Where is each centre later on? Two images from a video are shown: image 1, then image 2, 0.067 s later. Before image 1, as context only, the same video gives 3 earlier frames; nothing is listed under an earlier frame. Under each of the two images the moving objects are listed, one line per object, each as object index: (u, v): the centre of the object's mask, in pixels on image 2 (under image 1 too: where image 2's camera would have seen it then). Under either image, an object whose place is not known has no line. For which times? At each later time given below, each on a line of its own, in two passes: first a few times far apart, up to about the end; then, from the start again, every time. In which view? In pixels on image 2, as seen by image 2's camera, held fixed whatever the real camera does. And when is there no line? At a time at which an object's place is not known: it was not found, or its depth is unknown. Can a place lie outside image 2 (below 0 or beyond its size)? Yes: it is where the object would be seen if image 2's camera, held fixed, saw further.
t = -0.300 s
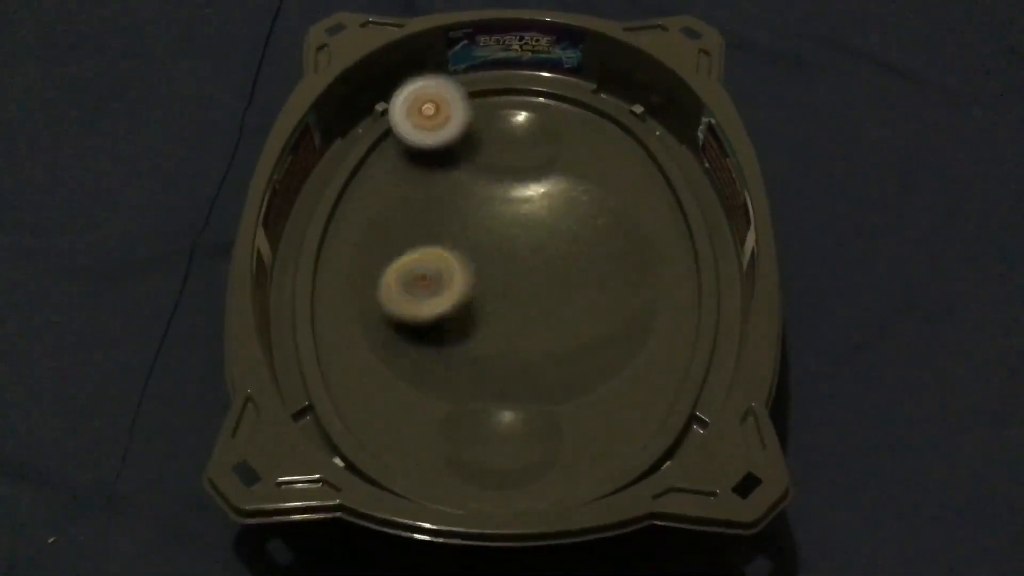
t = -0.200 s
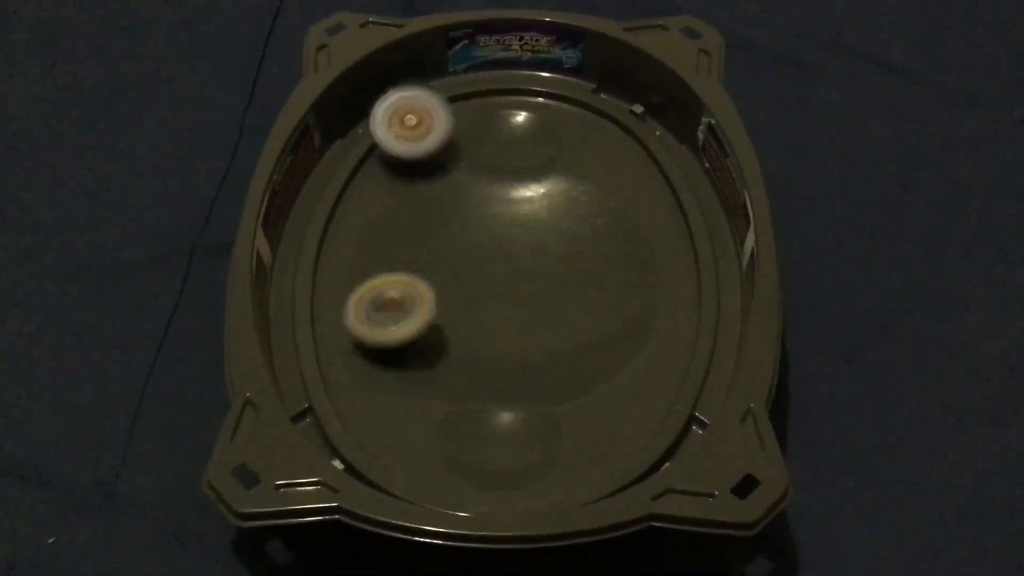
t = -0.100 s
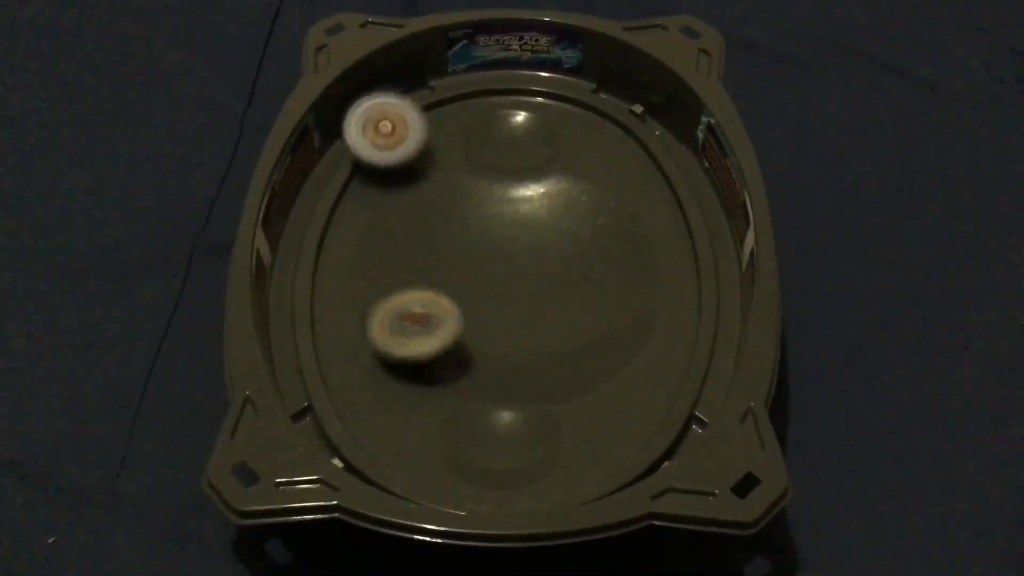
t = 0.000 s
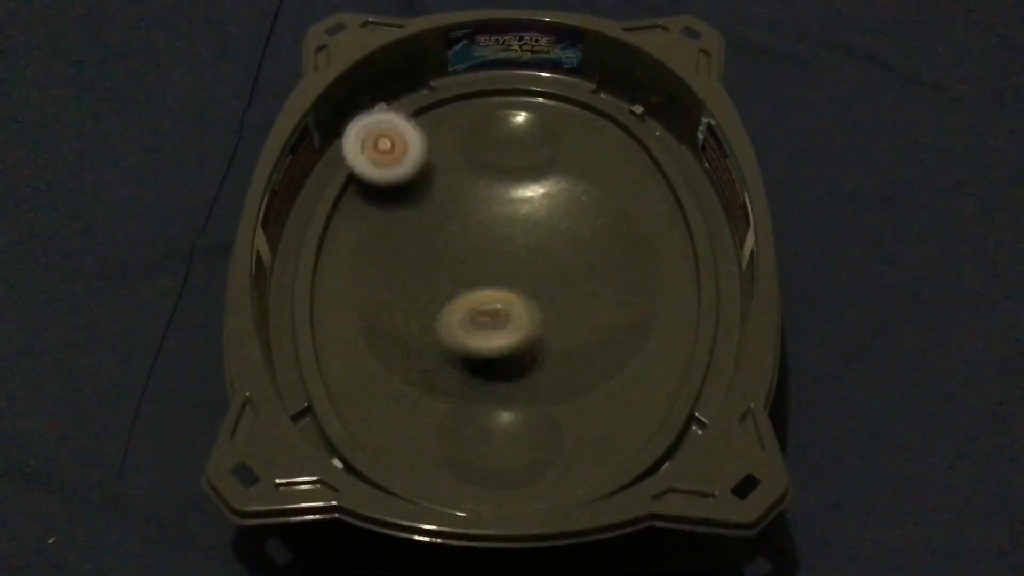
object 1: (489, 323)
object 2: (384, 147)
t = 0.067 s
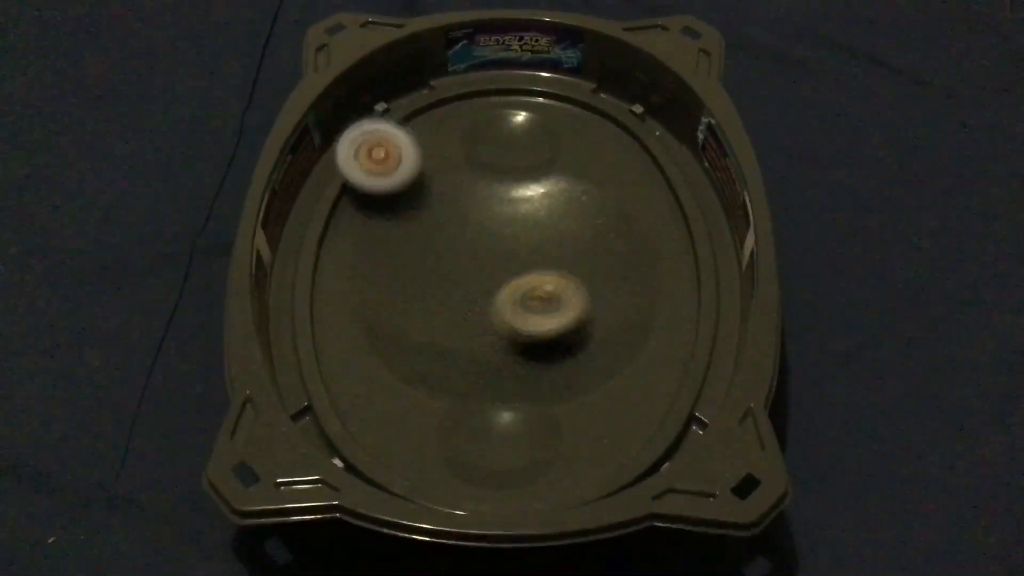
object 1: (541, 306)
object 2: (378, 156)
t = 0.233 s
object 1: (572, 233)
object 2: (354, 185)
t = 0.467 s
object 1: (440, 207)
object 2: (338, 234)
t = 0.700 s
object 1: (521, 250)
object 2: (375, 370)
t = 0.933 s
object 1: (556, 236)
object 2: (457, 426)
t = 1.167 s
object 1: (489, 239)
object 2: (556, 385)
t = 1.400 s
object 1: (507, 282)
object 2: (481, 398)
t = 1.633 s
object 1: (546, 277)
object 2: (535, 408)
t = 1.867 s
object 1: (500, 249)
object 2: (488, 396)
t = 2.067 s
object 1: (477, 296)
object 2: (491, 360)
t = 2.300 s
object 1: (499, 198)
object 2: (507, 437)
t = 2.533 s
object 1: (473, 238)
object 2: (498, 373)
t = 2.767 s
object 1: (472, 229)
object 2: (556, 324)
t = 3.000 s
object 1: (493, 224)
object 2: (537, 289)
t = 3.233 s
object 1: (445, 220)
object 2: (549, 284)
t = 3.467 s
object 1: (342, 229)
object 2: (658, 248)
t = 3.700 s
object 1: (435, 284)
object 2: (577, 270)
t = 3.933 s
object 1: (429, 281)
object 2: (587, 231)
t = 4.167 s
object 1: (447, 265)
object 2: (572, 227)
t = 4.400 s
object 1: (457, 258)
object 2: (552, 247)
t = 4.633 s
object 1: (454, 249)
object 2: (544, 281)
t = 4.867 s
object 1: (473, 229)
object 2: (540, 310)
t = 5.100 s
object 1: (513, 221)
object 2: (514, 307)
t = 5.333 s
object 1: (516, 196)
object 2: (487, 284)
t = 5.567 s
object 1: (524, 217)
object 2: (466, 290)
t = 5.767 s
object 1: (547, 252)
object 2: (452, 293)
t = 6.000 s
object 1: (591, 251)
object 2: (449, 277)
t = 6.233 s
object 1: (541, 278)
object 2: (458, 246)
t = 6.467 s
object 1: (492, 292)
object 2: (454, 224)
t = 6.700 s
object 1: (446, 283)
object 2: (451, 212)
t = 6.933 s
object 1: (464, 272)
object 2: (495, 207)
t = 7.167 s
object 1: (502, 277)
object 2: (523, 203)
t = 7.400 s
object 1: (490, 300)
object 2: (529, 201)
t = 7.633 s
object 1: (489, 286)
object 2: (542, 227)
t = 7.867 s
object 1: (486, 297)
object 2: (561, 219)
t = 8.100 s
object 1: (469, 309)
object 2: (520, 242)
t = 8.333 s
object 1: (505, 325)
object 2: (518, 253)
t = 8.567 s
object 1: (507, 309)
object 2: (494, 251)
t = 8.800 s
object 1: (536, 287)
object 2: (490, 249)
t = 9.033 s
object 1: (538, 287)
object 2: (490, 249)
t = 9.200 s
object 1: (536, 283)
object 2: (489, 248)
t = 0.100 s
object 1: (557, 292)
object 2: (372, 161)
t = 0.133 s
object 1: (569, 277)
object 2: (365, 166)
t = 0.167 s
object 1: (575, 261)
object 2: (358, 172)
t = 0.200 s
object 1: (575, 244)
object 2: (357, 178)
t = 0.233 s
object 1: (572, 233)
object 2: (354, 185)
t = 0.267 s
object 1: (560, 220)
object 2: (351, 192)
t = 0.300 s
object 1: (543, 205)
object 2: (346, 198)
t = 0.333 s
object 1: (525, 197)
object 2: (344, 206)
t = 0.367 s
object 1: (504, 194)
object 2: (342, 213)
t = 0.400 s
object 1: (483, 195)
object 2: (340, 219)
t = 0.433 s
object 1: (462, 199)
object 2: (339, 227)
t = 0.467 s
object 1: (440, 207)
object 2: (338, 234)
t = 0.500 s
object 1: (424, 217)
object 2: (336, 243)
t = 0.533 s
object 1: (423, 229)
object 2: (333, 258)
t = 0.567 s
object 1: (444, 239)
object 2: (344, 285)
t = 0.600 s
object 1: (464, 247)
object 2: (355, 308)
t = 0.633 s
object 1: (483, 249)
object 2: (363, 329)
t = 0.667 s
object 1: (502, 250)
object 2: (369, 351)
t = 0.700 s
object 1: (521, 250)
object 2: (375, 370)
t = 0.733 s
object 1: (534, 248)
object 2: (379, 389)
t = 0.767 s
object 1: (546, 249)
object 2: (381, 405)
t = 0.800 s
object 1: (554, 248)
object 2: (390, 417)
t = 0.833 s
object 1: (560, 246)
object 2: (409, 420)
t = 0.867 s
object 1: (562, 244)
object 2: (425, 423)
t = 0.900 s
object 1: (562, 241)
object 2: (443, 425)
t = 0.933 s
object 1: (556, 236)
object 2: (457, 426)
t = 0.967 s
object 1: (548, 235)
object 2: (475, 429)
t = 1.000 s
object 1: (534, 233)
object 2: (494, 430)
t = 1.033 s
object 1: (521, 232)
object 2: (511, 424)
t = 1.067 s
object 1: (509, 231)
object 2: (531, 416)
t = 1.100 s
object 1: (500, 232)
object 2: (545, 405)
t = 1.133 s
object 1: (493, 235)
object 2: (554, 394)
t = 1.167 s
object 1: (489, 239)
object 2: (556, 385)
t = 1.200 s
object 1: (489, 245)
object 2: (553, 380)
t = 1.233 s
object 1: (488, 250)
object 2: (545, 378)
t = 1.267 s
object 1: (488, 255)
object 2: (532, 378)
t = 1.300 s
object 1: (490, 262)
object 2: (517, 380)
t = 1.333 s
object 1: (494, 269)
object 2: (502, 384)
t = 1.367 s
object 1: (501, 277)
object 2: (489, 391)
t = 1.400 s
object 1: (507, 282)
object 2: (481, 398)
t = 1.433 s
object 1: (516, 286)
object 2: (480, 403)
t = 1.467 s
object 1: (525, 289)
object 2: (484, 407)
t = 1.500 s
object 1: (535, 289)
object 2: (493, 409)
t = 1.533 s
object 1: (541, 288)
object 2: (505, 410)
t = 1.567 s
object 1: (543, 286)
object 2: (518, 410)
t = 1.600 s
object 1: (545, 282)
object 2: (527, 409)
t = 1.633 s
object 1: (546, 277)
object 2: (535, 408)
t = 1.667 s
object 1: (546, 272)
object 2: (536, 407)
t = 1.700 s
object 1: (540, 266)
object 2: (534, 406)
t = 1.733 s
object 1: (532, 257)
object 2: (527, 406)
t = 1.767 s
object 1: (526, 252)
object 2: (517, 405)
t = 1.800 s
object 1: (518, 248)
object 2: (507, 404)
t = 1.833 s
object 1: (509, 248)
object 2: (497, 400)
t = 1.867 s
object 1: (500, 249)
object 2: (488, 396)
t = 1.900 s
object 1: (491, 257)
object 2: (483, 390)
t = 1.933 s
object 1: (482, 264)
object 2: (480, 385)
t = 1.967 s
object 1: (477, 274)
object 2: (481, 379)
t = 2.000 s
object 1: (474, 283)
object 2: (483, 375)
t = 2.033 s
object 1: (474, 291)
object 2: (487, 368)
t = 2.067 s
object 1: (477, 296)
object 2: (491, 360)
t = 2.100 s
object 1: (484, 291)
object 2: (497, 359)
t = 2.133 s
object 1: (491, 274)
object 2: (504, 374)
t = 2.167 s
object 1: (494, 254)
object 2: (508, 393)
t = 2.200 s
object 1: (497, 236)
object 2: (514, 411)
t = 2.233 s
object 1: (499, 220)
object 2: (518, 424)
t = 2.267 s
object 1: (501, 207)
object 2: (514, 434)
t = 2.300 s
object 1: (499, 198)
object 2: (507, 437)
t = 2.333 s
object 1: (497, 194)
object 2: (498, 436)
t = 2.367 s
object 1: (492, 192)
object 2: (487, 429)
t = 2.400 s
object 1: (489, 195)
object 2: (480, 416)
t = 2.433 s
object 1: (486, 202)
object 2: (478, 403)
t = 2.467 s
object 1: (480, 216)
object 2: (480, 389)
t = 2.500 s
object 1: (475, 226)
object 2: (488, 380)
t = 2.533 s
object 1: (473, 238)
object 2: (498, 373)
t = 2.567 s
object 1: (472, 246)
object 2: (508, 363)
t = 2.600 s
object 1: (475, 255)
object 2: (514, 353)
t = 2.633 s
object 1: (478, 262)
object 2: (517, 340)
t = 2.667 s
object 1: (481, 265)
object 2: (520, 325)
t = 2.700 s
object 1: (478, 257)
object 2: (532, 324)
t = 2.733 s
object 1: (472, 242)
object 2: (547, 324)
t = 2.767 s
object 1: (472, 229)
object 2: (556, 324)
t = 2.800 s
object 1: (475, 217)
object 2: (563, 322)
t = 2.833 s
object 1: (478, 213)
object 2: (564, 319)
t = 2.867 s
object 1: (480, 210)
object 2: (562, 315)
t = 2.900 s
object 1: (484, 212)
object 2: (557, 309)
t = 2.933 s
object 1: (486, 216)
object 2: (551, 302)
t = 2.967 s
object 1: (489, 219)
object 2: (544, 295)
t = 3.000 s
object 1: (493, 224)
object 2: (537, 289)
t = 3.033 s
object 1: (493, 227)
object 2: (535, 286)
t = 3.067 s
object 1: (482, 219)
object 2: (542, 291)
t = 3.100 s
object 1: (470, 211)
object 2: (547, 294)
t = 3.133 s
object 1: (460, 209)
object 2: (549, 294)
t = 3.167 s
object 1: (451, 211)
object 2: (551, 293)
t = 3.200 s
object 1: (446, 214)
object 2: (551, 289)
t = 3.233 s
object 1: (445, 220)
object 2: (549, 284)
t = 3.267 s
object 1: (445, 228)
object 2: (545, 278)
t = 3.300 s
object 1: (449, 236)
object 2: (540, 273)
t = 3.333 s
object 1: (455, 245)
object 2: (536, 268)
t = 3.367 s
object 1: (424, 240)
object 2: (565, 269)
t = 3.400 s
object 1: (393, 232)
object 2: (603, 259)
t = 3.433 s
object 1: (366, 229)
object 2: (635, 251)
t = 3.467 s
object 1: (342, 229)
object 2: (658, 248)
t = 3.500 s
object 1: (329, 227)
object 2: (675, 246)
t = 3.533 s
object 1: (333, 227)
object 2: (669, 246)
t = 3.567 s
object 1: (348, 235)
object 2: (657, 246)
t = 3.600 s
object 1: (366, 253)
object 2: (642, 250)
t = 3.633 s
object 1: (387, 265)
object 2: (622, 255)
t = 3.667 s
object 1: (410, 274)
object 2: (600, 263)
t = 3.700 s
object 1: (435, 284)
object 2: (577, 270)
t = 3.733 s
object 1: (462, 290)
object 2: (553, 272)
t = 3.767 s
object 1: (455, 295)
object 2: (565, 260)
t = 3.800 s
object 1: (444, 297)
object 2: (584, 247)
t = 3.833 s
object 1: (434, 297)
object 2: (592, 236)
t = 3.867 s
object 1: (429, 293)
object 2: (594, 231)
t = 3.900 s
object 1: (427, 288)
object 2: (592, 229)
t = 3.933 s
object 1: (429, 281)
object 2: (587, 231)
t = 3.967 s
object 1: (435, 276)
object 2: (578, 235)
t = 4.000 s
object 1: (446, 272)
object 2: (567, 236)
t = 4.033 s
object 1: (458, 269)
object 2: (558, 241)
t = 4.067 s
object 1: (464, 265)
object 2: (553, 242)
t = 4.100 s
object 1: (455, 265)
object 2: (564, 234)
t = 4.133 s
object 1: (449, 265)
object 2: (570, 228)
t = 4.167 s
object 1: (447, 265)
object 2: (572, 227)
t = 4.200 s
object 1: (447, 265)
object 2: (572, 229)
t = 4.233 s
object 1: (448, 265)
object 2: (571, 231)
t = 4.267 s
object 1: (452, 265)
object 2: (565, 236)
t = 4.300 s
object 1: (457, 264)
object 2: (558, 239)
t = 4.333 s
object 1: (463, 263)
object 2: (550, 241)
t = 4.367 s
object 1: (462, 261)
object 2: (551, 244)
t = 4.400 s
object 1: (457, 258)
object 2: (552, 247)
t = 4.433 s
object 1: (455, 258)
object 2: (547, 250)
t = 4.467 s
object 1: (455, 258)
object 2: (546, 255)
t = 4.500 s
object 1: (452, 254)
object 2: (551, 260)
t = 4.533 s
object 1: (451, 251)
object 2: (548, 265)
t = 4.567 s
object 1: (450, 249)
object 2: (550, 269)
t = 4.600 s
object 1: (450, 248)
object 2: (548, 275)
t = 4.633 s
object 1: (454, 249)
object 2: (544, 281)
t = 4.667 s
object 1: (459, 249)
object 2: (539, 283)
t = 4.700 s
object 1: (461, 246)
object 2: (536, 287)
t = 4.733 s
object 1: (461, 241)
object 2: (538, 292)
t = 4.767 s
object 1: (462, 237)
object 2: (540, 298)
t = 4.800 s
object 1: (466, 234)
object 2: (542, 304)
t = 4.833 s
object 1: (470, 230)
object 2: (542, 307)
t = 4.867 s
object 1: (473, 229)
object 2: (540, 310)
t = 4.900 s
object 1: (476, 230)
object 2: (538, 313)
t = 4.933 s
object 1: (483, 231)
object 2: (535, 313)
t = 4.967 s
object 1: (488, 230)
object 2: (528, 312)
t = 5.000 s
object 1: (493, 230)
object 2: (524, 308)
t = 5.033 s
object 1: (499, 233)
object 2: (519, 304)
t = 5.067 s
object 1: (508, 230)
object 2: (516, 302)
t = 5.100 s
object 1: (513, 221)
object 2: (514, 307)
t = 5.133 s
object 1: (518, 212)
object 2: (511, 307)
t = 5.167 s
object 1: (519, 206)
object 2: (507, 306)
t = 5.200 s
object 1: (519, 200)
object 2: (502, 303)
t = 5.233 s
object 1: (520, 197)
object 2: (497, 299)
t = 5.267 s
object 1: (520, 195)
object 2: (492, 294)
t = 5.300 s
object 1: (520, 194)
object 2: (489, 289)
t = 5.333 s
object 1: (516, 196)
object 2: (487, 284)
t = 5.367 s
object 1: (515, 201)
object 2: (485, 278)
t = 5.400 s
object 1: (515, 206)
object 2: (482, 274)
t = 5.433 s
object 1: (516, 209)
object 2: (480, 275)
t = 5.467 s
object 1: (520, 211)
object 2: (473, 283)
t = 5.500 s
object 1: (523, 212)
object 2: (468, 287)
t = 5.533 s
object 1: (524, 213)
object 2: (468, 291)
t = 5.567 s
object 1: (524, 217)
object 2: (466, 290)
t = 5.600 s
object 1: (525, 222)
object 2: (464, 289)
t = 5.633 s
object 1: (527, 226)
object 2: (462, 288)
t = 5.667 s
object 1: (527, 233)
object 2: (460, 290)
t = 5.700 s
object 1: (529, 241)
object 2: (460, 290)
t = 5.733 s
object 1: (532, 248)
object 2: (463, 289)
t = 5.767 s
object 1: (547, 252)
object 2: (452, 293)
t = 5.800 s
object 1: (561, 252)
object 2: (447, 295)
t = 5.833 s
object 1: (569, 251)
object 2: (443, 295)
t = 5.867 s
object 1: (576, 251)
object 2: (440, 292)
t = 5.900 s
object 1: (582, 249)
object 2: (441, 289)
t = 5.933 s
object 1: (585, 249)
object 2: (443, 285)
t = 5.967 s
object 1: (590, 250)
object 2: (446, 281)
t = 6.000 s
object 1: (591, 251)
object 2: (449, 277)
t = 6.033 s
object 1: (588, 253)
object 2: (453, 273)
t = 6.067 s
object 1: (584, 255)
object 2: (457, 269)
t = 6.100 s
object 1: (576, 257)
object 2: (460, 266)
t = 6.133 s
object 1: (567, 261)
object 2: (464, 262)
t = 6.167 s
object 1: (556, 265)
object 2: (467, 258)
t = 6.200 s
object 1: (547, 271)
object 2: (465, 252)
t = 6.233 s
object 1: (541, 278)
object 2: (458, 246)
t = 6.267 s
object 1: (533, 283)
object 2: (453, 240)
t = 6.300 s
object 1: (527, 286)
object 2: (452, 236)
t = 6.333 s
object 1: (521, 289)
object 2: (452, 231)
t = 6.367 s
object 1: (515, 291)
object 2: (452, 229)
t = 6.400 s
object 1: (508, 293)
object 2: (452, 225)
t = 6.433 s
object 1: (500, 294)
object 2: (454, 225)
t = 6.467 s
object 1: (492, 292)
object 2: (454, 224)
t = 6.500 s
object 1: (485, 292)
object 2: (454, 223)
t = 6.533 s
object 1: (478, 291)
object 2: (449, 220)
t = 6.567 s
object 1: (469, 291)
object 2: (446, 218)
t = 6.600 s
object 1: (463, 290)
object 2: (446, 216)
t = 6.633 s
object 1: (456, 289)
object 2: (448, 213)
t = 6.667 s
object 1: (450, 286)
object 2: (448, 212)
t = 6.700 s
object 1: (446, 283)
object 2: (451, 212)
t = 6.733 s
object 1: (444, 283)
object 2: (454, 211)
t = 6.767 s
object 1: (445, 281)
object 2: (461, 210)
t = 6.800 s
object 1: (447, 280)
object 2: (468, 210)
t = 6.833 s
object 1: (451, 277)
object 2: (474, 212)
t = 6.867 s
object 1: (454, 276)
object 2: (482, 210)
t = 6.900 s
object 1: (457, 274)
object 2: (489, 209)
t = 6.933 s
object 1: (464, 272)
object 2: (495, 207)
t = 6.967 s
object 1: (465, 273)
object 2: (502, 205)
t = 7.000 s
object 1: (469, 274)
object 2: (509, 201)
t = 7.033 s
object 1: (475, 278)
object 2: (515, 199)
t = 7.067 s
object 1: (481, 279)
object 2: (519, 198)
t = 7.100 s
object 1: (489, 280)
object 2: (521, 200)
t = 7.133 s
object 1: (497, 279)
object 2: (523, 200)
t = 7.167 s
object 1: (502, 277)
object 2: (523, 203)
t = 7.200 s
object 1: (505, 282)
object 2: (529, 201)
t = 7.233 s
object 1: (497, 291)
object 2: (530, 189)
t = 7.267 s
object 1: (498, 296)
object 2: (530, 185)
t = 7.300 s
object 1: (496, 298)
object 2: (531, 185)
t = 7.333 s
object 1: (492, 301)
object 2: (531, 188)
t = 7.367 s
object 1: (489, 301)
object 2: (530, 193)
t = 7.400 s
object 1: (490, 300)
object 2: (529, 201)
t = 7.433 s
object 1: (496, 298)
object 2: (531, 207)
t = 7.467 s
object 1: (498, 293)
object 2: (532, 212)
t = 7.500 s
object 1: (499, 288)
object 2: (533, 226)
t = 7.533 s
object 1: (499, 288)
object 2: (534, 230)
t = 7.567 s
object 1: (492, 288)
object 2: (540, 228)
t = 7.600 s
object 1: (487, 286)
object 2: (542, 225)
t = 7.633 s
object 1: (489, 286)
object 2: (542, 227)
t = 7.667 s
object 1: (490, 286)
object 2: (545, 230)
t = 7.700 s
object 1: (479, 291)
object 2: (550, 225)
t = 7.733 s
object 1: (471, 287)
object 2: (553, 223)
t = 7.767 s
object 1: (477, 286)
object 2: (562, 215)
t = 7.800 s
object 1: (486, 290)
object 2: (562, 217)
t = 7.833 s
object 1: (488, 296)
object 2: (561, 216)
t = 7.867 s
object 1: (486, 297)
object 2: (561, 219)
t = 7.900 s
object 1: (484, 296)
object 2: (558, 227)
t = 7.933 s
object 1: (484, 294)
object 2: (553, 230)
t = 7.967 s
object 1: (483, 291)
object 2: (547, 235)
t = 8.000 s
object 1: (480, 289)
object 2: (539, 238)
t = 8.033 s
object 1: (476, 293)
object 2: (528, 239)
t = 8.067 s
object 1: (471, 302)
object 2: (525, 242)
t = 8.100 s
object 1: (469, 309)
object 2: (520, 242)
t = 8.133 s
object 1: (471, 316)
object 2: (518, 242)
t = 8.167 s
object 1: (476, 323)
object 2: (520, 244)
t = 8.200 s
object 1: (484, 327)
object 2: (515, 246)
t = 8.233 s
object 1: (492, 330)
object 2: (518, 249)
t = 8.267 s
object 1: (498, 330)
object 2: (517, 250)
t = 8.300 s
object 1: (502, 328)
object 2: (515, 251)
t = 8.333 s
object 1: (505, 325)
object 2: (518, 253)
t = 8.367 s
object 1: (506, 320)
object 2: (514, 255)
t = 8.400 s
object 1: (505, 321)
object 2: (511, 255)
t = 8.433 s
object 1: (505, 320)
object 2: (510, 251)
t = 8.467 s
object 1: (505, 319)
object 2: (504, 252)
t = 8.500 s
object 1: (505, 317)
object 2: (500, 252)
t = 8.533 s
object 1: (506, 313)
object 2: (496, 250)
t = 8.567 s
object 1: (507, 309)
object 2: (494, 251)
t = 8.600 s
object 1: (510, 306)
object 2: (493, 251)
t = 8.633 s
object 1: (513, 301)
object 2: (491, 250)
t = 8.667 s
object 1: (519, 296)
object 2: (491, 249)
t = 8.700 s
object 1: (523, 293)
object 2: (490, 248)
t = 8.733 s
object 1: (529, 290)
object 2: (490, 248)
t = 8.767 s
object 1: (532, 288)
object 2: (490, 249)
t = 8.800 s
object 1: (536, 287)
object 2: (490, 249)
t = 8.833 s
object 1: (537, 287)
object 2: (490, 249)
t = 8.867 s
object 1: (536, 285)
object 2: (491, 249)
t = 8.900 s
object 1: (539, 288)
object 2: (491, 248)
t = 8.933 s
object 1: (539, 286)
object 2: (490, 249)
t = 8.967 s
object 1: (538, 288)
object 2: (490, 249)
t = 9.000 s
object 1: (538, 287)
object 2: (490, 249)
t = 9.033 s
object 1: (538, 287)
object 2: (490, 249)
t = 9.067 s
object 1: (537, 285)
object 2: (490, 248)
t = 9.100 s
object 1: (537, 285)
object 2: (490, 248)
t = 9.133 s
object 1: (537, 284)
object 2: (489, 248)
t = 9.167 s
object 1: (537, 284)
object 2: (489, 248)
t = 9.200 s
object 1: (536, 283)
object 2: (489, 248)
